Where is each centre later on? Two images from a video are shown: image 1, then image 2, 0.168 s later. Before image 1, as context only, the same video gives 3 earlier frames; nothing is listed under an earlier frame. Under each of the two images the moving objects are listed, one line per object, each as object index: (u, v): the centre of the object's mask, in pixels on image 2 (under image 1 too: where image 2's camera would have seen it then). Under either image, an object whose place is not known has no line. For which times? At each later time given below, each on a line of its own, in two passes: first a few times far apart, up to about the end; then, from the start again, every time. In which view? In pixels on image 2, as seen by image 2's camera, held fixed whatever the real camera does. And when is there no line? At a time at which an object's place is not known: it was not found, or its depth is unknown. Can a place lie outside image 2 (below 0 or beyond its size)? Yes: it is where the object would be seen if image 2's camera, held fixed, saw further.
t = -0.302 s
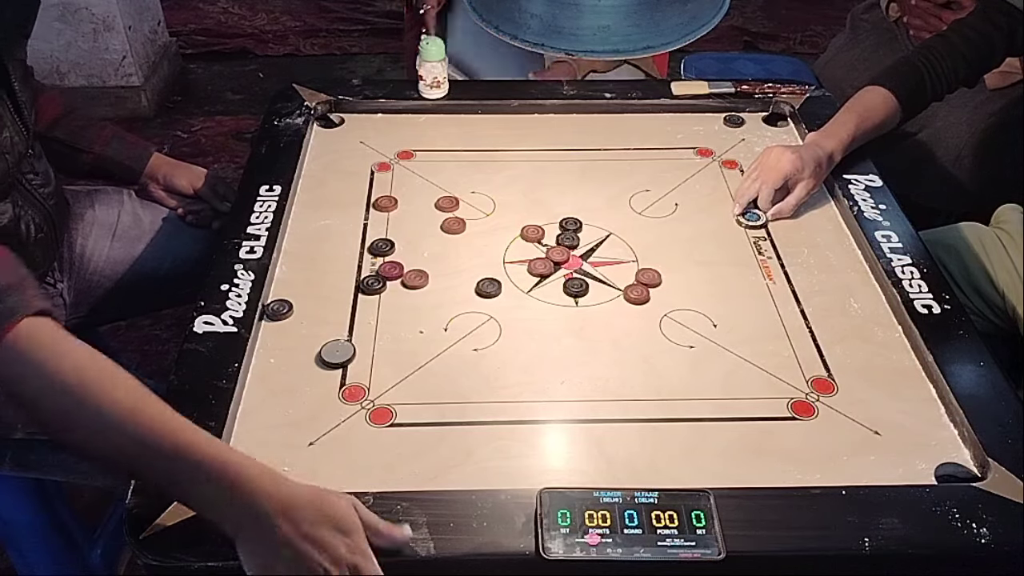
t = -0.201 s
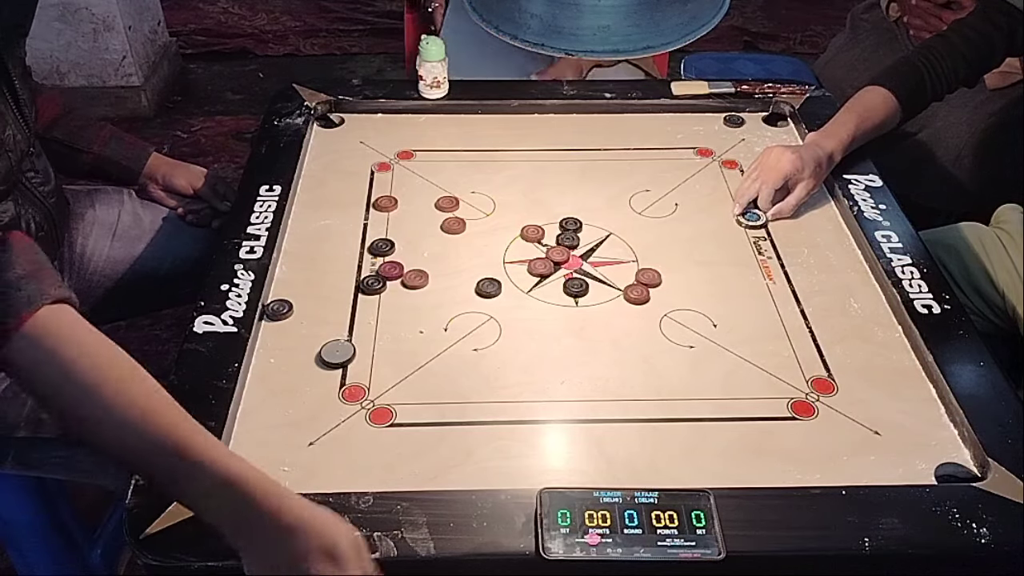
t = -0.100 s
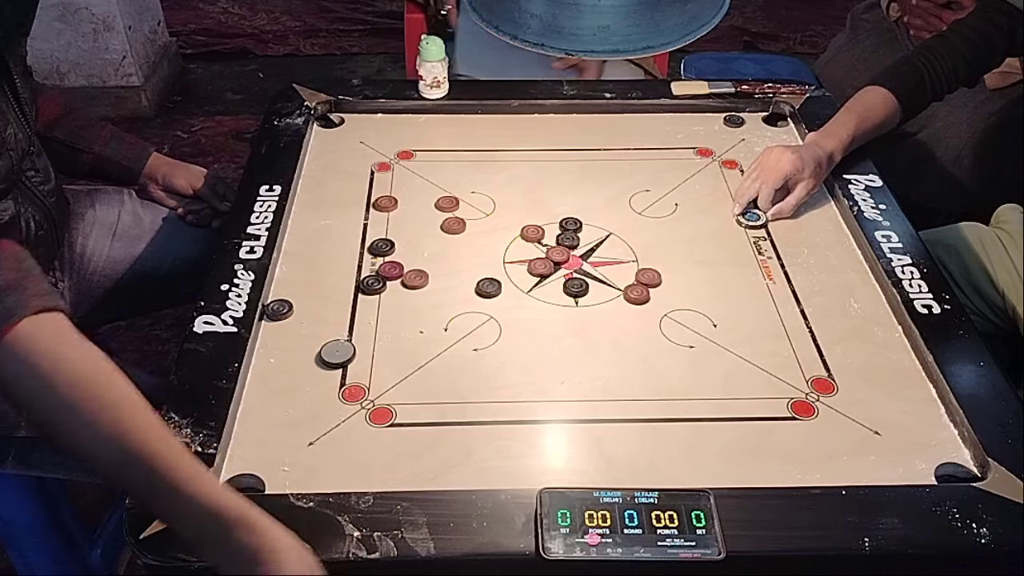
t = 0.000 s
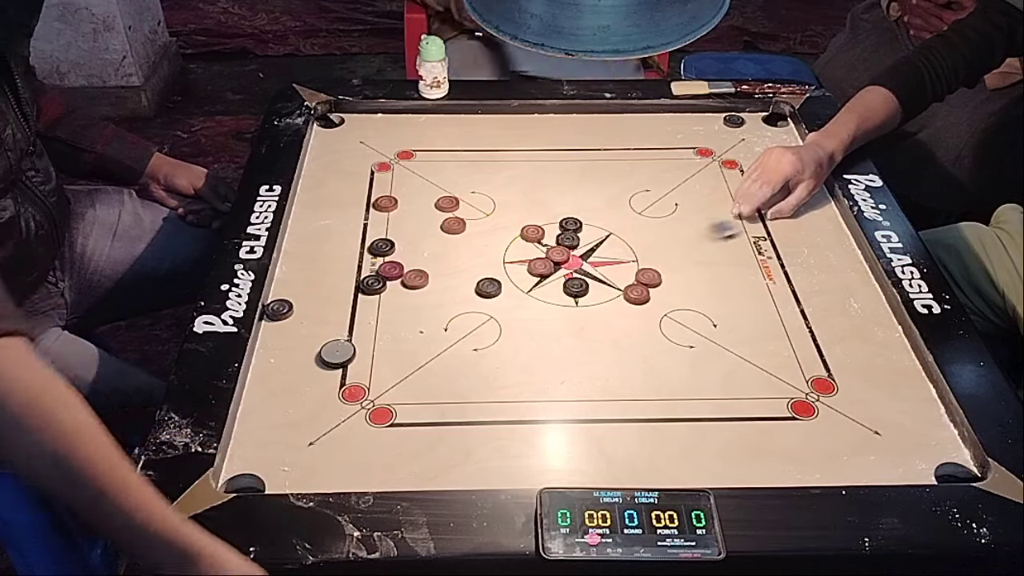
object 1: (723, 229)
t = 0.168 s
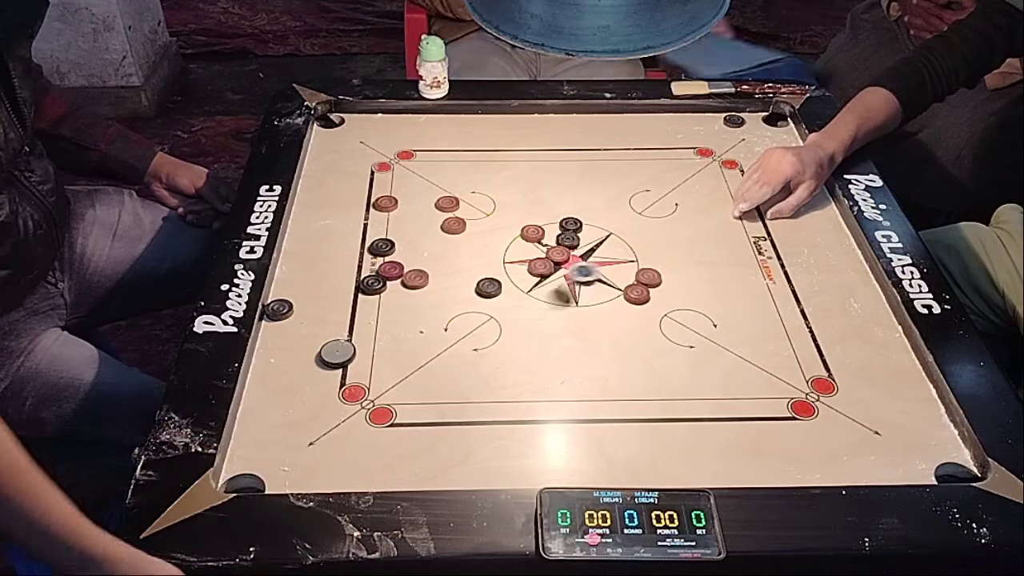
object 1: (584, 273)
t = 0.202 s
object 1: (567, 275)
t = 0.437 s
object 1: (517, 293)
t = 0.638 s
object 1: (514, 294)
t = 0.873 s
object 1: (514, 294)
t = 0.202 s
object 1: (567, 275)
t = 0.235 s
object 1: (557, 279)
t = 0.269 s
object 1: (547, 283)
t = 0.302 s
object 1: (539, 285)
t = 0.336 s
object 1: (532, 288)
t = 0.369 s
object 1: (526, 290)
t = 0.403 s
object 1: (521, 291)
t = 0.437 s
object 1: (517, 293)
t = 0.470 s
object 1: (515, 294)
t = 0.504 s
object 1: (514, 294)
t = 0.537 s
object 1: (514, 294)
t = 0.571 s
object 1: (514, 294)
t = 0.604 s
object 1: (514, 294)
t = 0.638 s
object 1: (514, 294)
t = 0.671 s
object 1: (514, 294)
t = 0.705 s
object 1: (514, 294)
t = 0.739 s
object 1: (514, 294)
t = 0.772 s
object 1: (514, 294)
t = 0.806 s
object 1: (514, 294)
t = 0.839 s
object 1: (514, 294)
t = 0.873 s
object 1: (514, 294)
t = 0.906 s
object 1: (514, 294)
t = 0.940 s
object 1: (514, 294)
